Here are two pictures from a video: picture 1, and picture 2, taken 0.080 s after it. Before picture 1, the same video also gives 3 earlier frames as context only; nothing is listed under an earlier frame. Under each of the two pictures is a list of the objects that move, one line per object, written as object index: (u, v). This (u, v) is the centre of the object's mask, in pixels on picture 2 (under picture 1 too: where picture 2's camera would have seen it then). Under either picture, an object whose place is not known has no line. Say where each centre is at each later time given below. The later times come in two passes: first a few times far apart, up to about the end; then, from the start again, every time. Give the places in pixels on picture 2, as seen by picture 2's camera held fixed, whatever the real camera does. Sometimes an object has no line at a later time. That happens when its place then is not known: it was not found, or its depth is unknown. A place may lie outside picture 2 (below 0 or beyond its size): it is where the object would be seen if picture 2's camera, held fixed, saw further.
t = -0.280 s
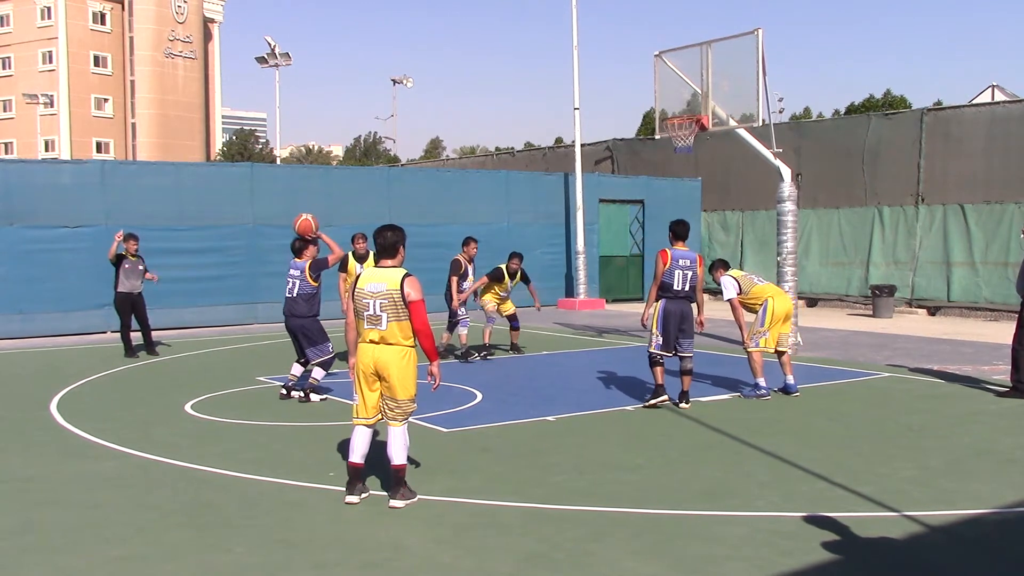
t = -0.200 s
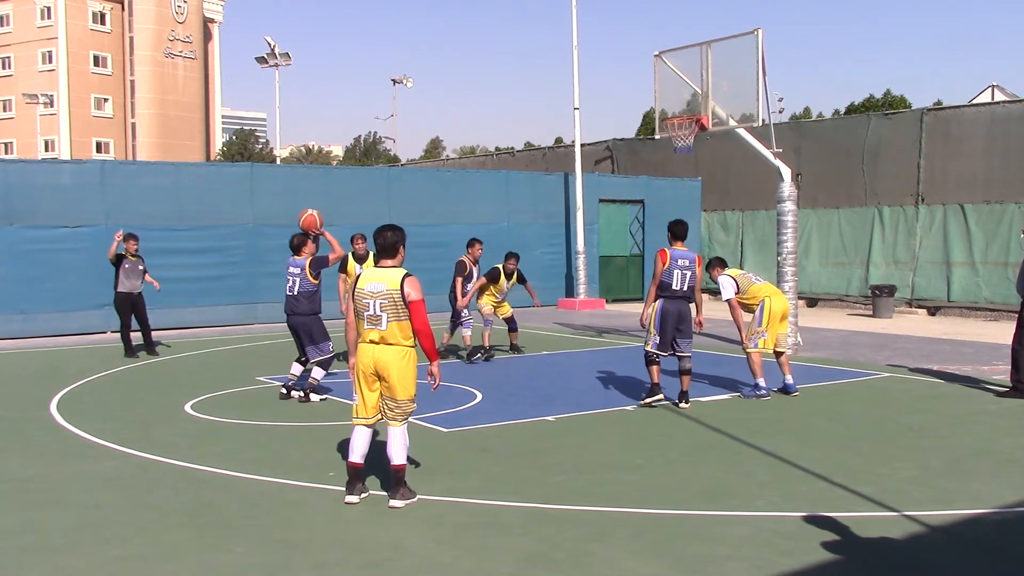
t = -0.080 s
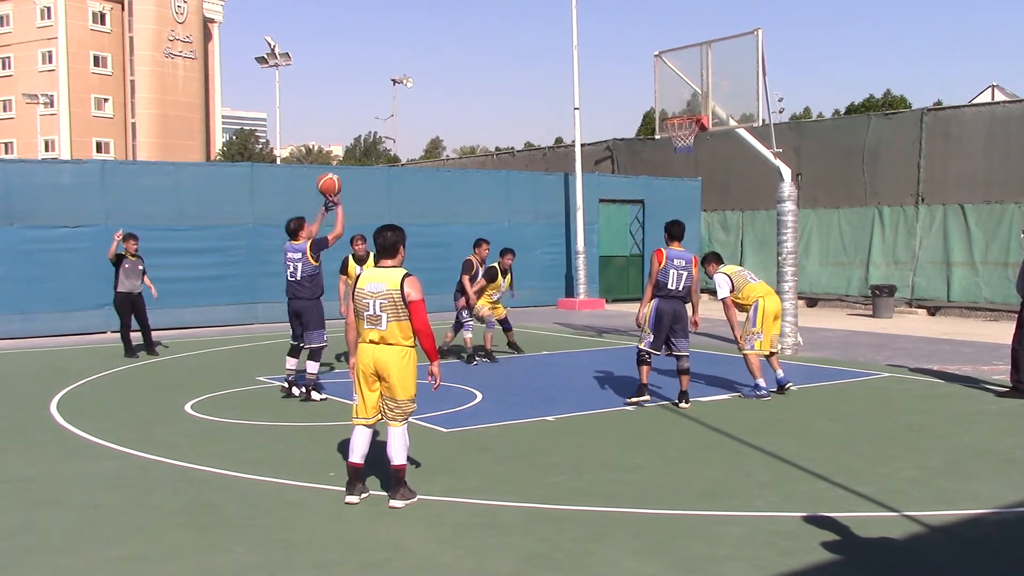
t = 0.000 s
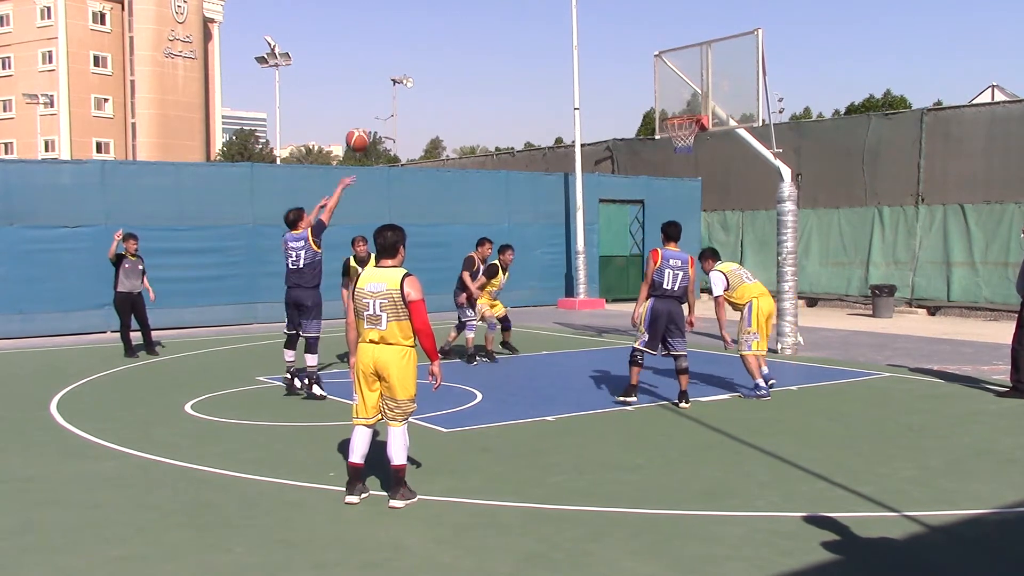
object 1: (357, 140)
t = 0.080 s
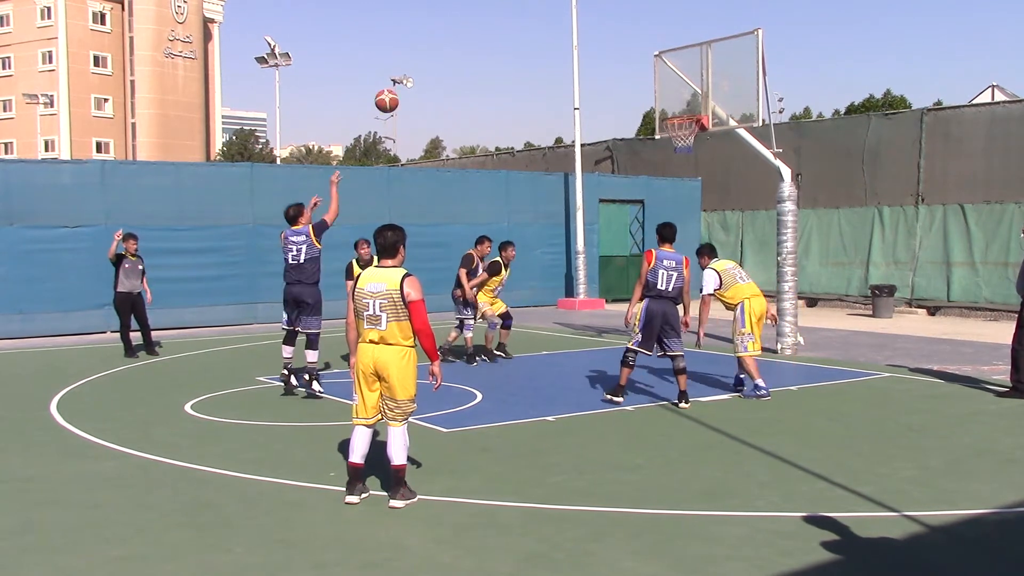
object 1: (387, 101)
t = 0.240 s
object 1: (442, 44)
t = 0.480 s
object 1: (519, 9)
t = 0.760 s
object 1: (601, 29)
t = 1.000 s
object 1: (664, 96)
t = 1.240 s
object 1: (695, 129)
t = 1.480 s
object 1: (673, 138)
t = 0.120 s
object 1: (401, 84)
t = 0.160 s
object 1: (415, 69)
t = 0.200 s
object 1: (429, 56)
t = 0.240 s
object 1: (442, 44)
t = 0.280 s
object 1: (456, 34)
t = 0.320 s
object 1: (469, 26)
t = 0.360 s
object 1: (482, 19)
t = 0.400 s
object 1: (495, 14)
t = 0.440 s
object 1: (507, 10)
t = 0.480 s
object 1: (519, 9)
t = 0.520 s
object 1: (531, 8)
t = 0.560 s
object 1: (543, 8)
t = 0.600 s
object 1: (555, 9)
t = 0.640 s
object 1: (567, 13)
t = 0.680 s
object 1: (579, 16)
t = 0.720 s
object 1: (590, 22)
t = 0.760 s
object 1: (601, 29)
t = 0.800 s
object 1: (612, 38)
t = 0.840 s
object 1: (622, 47)
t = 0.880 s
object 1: (633, 58)
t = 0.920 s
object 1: (643, 70)
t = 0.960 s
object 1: (654, 83)
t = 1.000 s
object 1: (664, 96)
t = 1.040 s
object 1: (674, 111)
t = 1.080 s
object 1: (683, 123)
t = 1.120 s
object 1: (693, 129)
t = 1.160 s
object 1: (699, 132)
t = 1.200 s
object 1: (699, 130)
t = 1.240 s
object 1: (695, 129)
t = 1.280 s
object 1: (691, 129)
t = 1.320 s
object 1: (686, 128)
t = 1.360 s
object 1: (683, 130)
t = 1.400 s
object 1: (679, 131)
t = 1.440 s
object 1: (677, 134)
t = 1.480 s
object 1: (673, 138)
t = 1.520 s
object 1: (671, 142)
